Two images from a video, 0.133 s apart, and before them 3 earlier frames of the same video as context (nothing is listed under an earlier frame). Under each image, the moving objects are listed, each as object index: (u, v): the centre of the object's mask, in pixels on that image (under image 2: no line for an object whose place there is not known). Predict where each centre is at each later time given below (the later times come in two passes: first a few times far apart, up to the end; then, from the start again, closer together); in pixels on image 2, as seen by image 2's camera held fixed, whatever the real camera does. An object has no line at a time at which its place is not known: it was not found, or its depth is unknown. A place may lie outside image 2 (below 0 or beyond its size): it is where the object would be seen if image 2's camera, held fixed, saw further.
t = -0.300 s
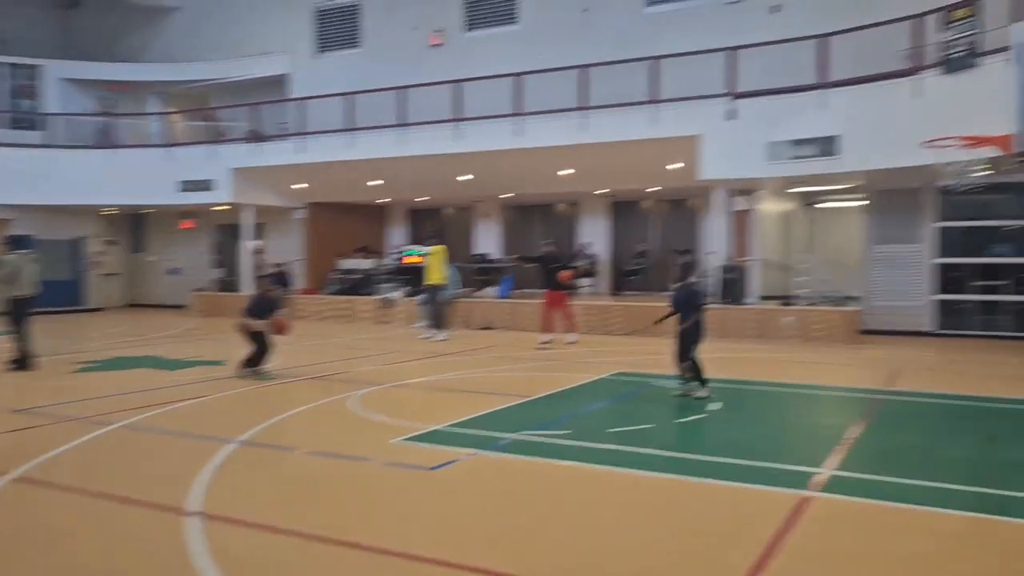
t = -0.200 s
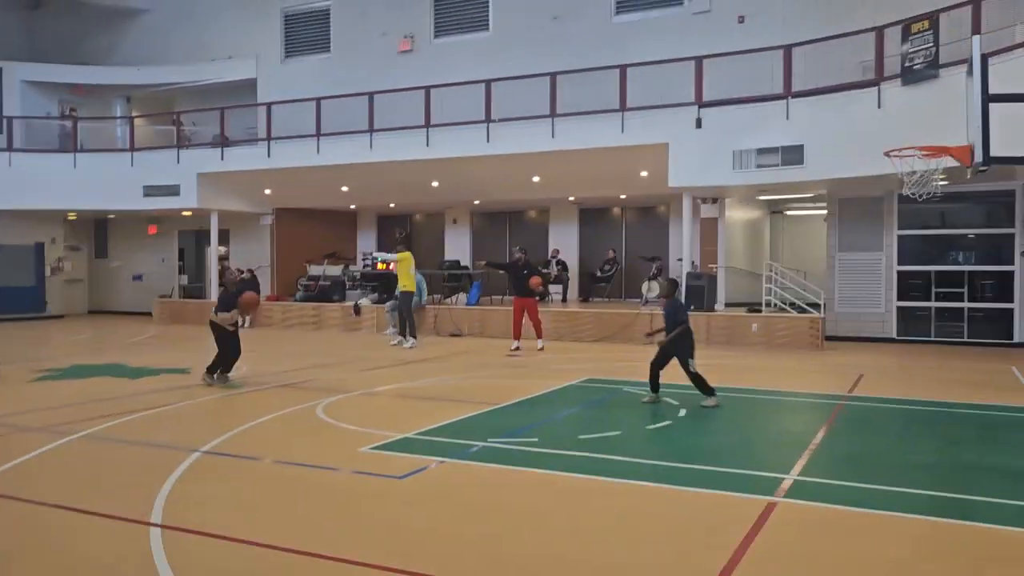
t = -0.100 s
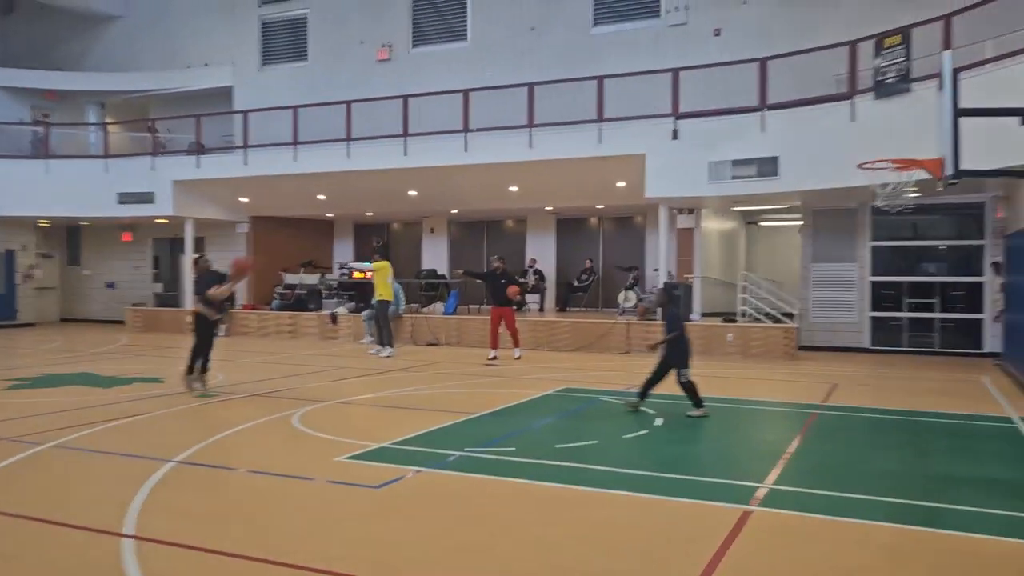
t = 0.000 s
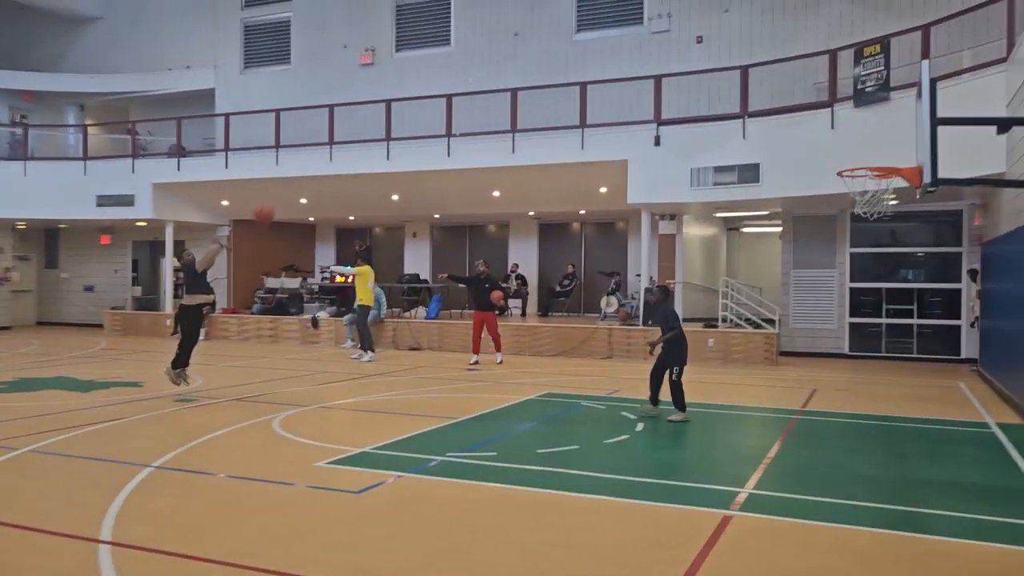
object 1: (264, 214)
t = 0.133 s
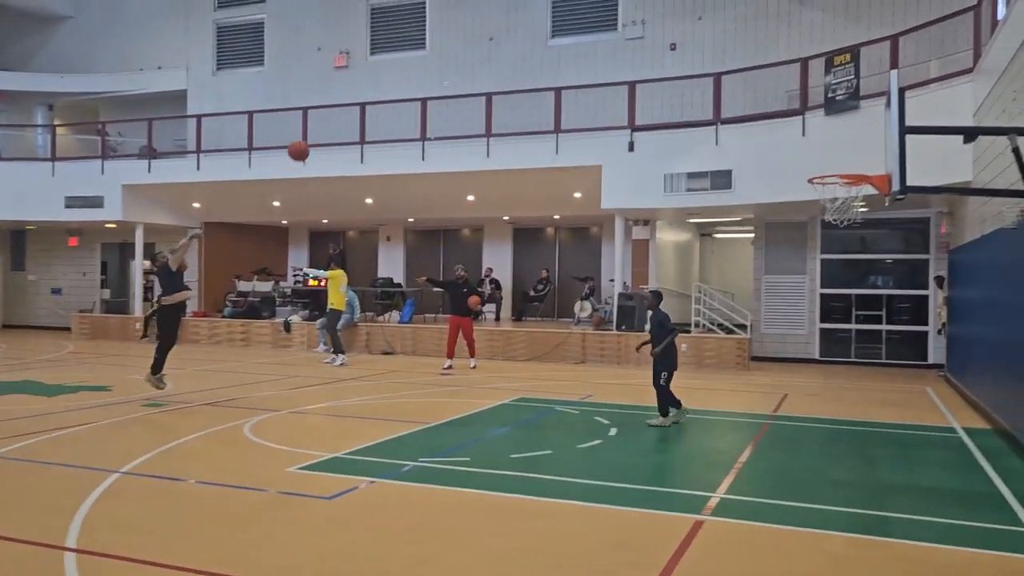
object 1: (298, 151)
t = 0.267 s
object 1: (362, 100)
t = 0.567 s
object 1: (517, 39)
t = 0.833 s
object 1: (672, 57)
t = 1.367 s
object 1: (750, 122)
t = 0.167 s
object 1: (313, 137)
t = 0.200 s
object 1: (330, 124)
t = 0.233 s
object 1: (346, 111)
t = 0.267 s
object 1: (362, 100)
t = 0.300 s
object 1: (378, 89)
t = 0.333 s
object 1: (395, 79)
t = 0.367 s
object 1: (411, 70)
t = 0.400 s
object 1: (429, 62)
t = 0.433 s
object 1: (446, 56)
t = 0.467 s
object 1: (463, 50)
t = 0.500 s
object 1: (481, 45)
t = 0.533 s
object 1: (499, 41)
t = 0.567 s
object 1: (517, 39)
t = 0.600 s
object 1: (536, 37)
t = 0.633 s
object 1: (555, 36)
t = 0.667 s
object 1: (574, 36)
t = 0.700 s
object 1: (593, 38)
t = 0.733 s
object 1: (613, 41)
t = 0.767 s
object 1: (631, 46)
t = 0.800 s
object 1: (651, 51)
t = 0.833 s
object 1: (672, 57)
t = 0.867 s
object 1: (693, 65)
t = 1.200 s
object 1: (818, 144)
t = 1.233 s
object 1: (804, 136)
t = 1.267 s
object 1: (790, 131)
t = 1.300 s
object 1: (776, 126)
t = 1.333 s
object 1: (764, 123)
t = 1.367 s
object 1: (750, 122)
